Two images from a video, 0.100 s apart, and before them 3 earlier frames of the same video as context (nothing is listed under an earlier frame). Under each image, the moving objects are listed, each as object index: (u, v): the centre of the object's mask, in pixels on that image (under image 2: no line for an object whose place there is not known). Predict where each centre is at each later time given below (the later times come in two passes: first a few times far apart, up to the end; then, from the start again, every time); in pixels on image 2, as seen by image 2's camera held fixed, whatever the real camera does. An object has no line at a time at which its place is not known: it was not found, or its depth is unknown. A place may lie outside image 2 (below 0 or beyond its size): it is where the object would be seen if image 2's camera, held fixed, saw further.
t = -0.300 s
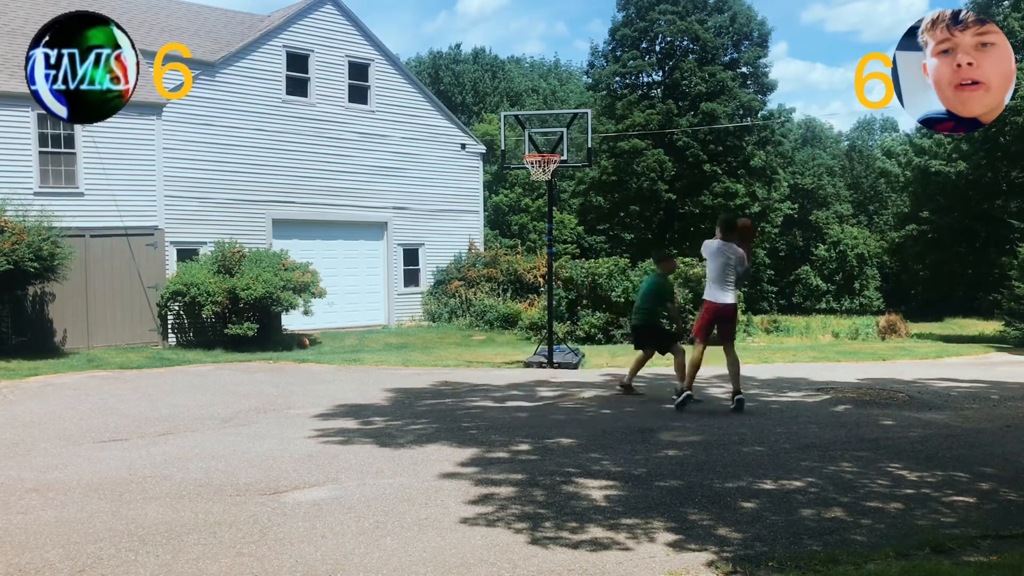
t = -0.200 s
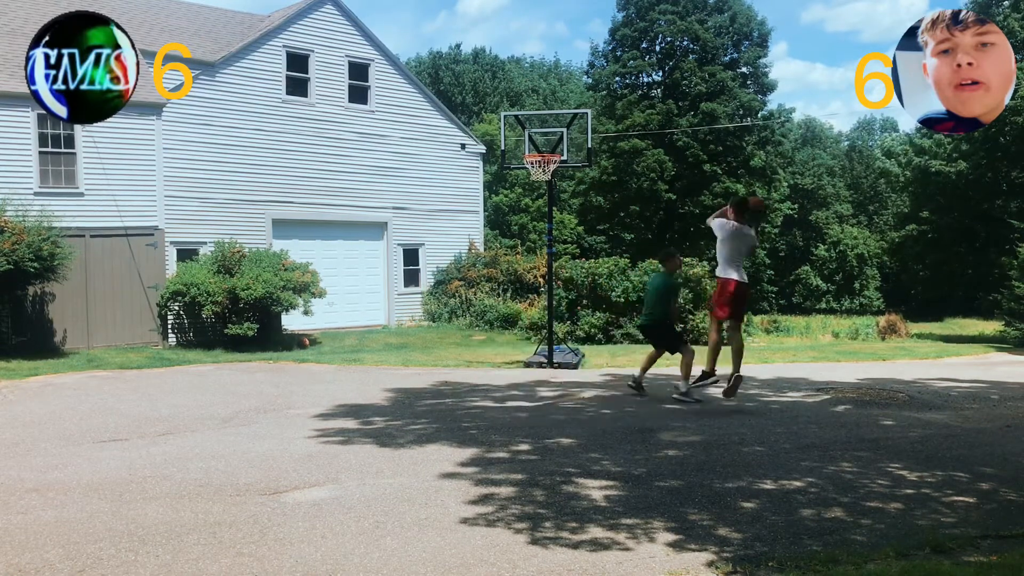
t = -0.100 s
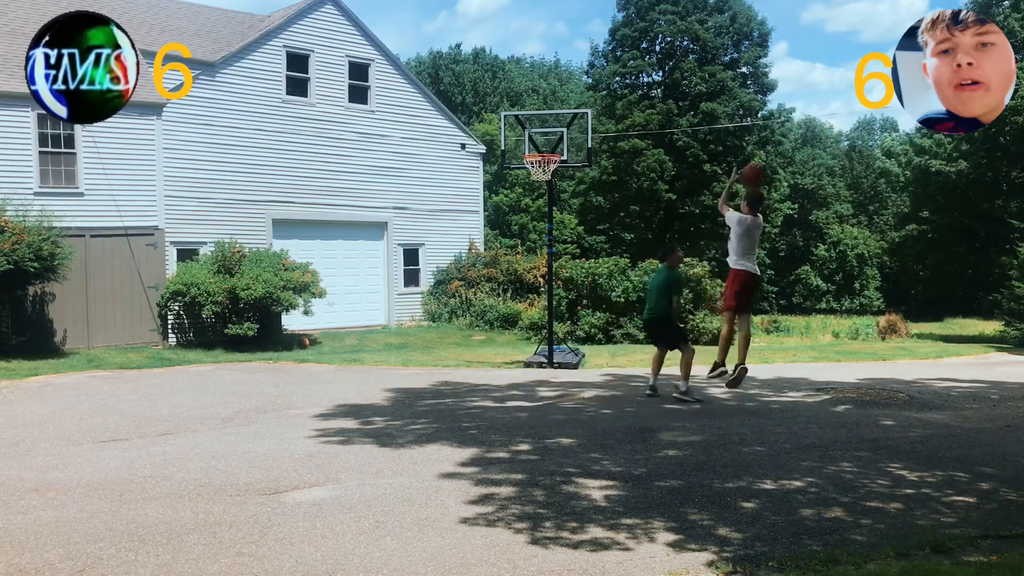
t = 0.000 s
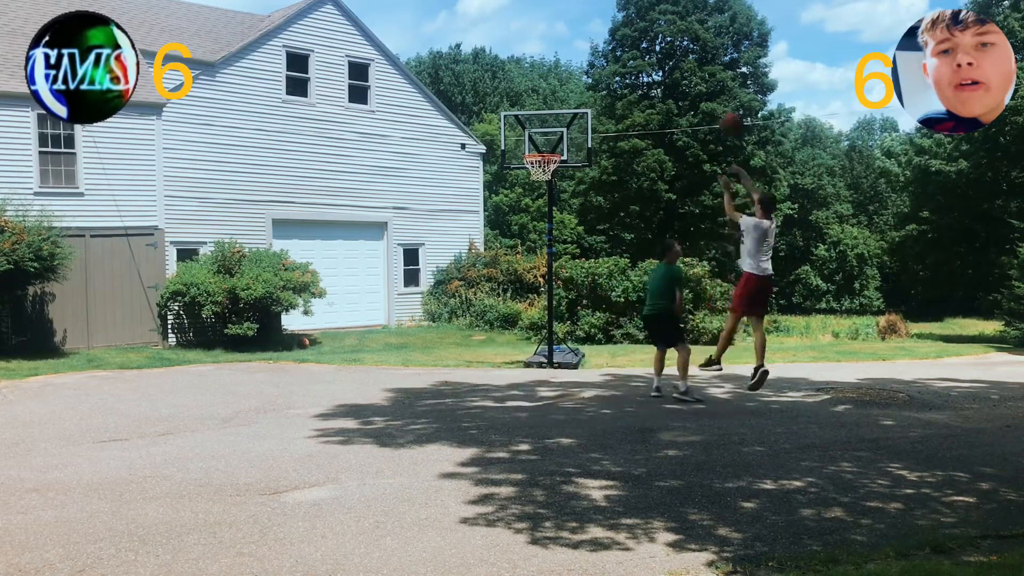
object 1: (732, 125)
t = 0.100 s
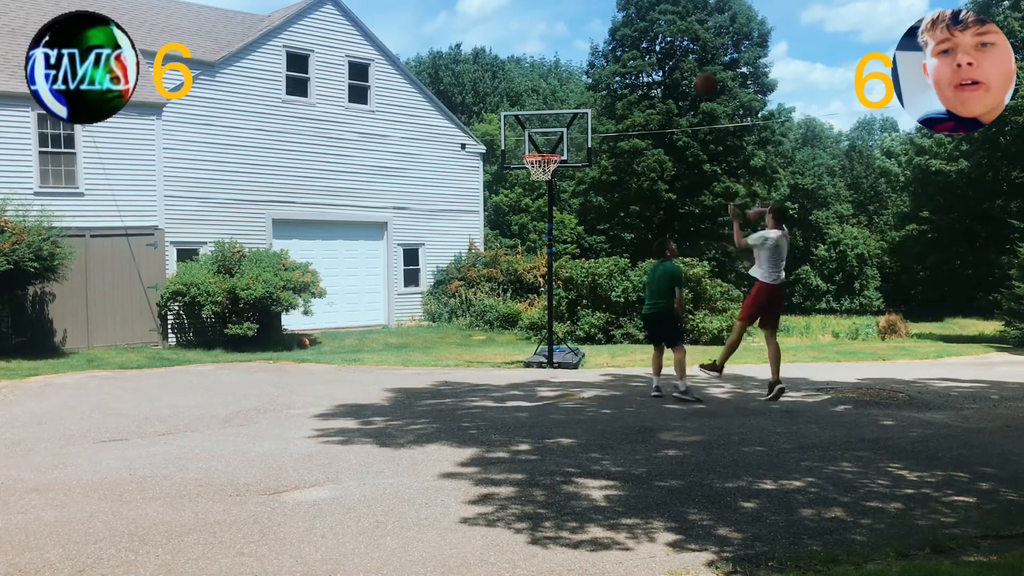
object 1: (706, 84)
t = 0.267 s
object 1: (667, 42)
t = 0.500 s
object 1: (621, 31)
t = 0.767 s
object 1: (575, 74)
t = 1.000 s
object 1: (542, 147)
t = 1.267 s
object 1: (530, 128)
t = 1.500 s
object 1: (521, 150)
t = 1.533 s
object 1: (520, 157)
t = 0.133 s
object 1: (698, 74)
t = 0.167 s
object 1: (690, 64)
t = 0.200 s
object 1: (683, 57)
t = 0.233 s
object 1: (674, 49)
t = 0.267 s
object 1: (667, 42)
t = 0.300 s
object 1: (661, 39)
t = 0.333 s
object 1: (654, 34)
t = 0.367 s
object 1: (647, 31)
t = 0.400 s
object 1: (640, 29)
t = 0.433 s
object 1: (634, 27)
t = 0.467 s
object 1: (627, 28)
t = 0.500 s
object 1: (621, 31)
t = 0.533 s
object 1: (615, 34)
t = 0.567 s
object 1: (608, 38)
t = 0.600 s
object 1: (603, 42)
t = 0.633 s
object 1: (597, 47)
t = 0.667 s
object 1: (591, 53)
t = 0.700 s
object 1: (586, 59)
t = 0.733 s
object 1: (580, 66)
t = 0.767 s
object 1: (575, 74)
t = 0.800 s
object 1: (570, 83)
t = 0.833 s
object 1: (565, 92)
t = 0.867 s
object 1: (560, 102)
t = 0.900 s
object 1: (555, 113)
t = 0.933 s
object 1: (551, 124)
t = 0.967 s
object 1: (546, 136)
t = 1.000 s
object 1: (542, 147)
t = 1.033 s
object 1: (541, 146)
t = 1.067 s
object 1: (538, 140)
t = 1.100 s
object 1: (537, 136)
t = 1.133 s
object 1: (536, 132)
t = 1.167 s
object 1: (535, 130)
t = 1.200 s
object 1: (533, 128)
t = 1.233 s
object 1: (532, 127)
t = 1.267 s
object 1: (530, 128)
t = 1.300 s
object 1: (529, 128)
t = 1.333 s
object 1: (528, 129)
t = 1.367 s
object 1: (527, 132)
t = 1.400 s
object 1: (525, 135)
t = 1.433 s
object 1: (524, 139)
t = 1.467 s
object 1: (523, 144)
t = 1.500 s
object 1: (521, 150)
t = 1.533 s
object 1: (520, 157)
